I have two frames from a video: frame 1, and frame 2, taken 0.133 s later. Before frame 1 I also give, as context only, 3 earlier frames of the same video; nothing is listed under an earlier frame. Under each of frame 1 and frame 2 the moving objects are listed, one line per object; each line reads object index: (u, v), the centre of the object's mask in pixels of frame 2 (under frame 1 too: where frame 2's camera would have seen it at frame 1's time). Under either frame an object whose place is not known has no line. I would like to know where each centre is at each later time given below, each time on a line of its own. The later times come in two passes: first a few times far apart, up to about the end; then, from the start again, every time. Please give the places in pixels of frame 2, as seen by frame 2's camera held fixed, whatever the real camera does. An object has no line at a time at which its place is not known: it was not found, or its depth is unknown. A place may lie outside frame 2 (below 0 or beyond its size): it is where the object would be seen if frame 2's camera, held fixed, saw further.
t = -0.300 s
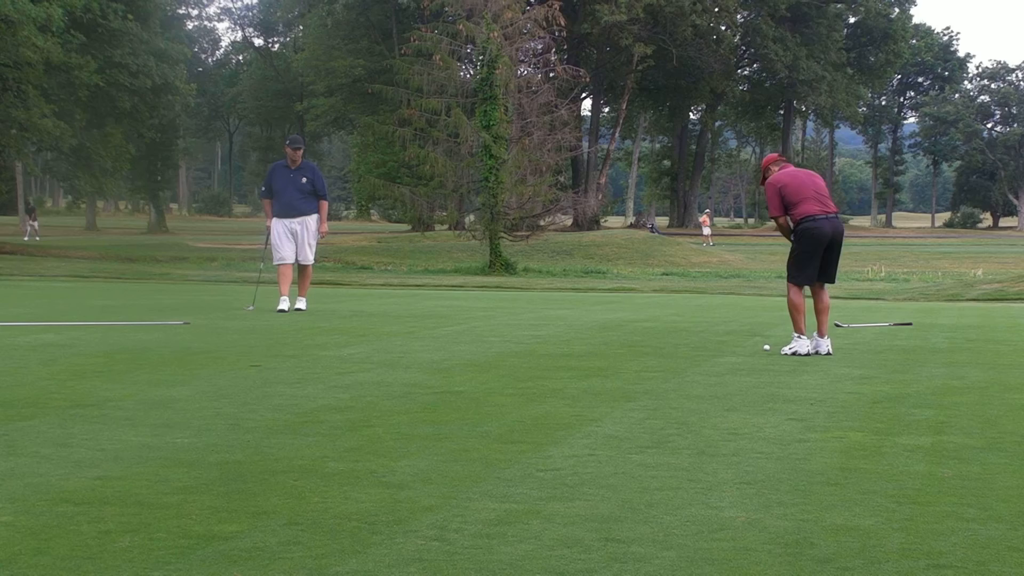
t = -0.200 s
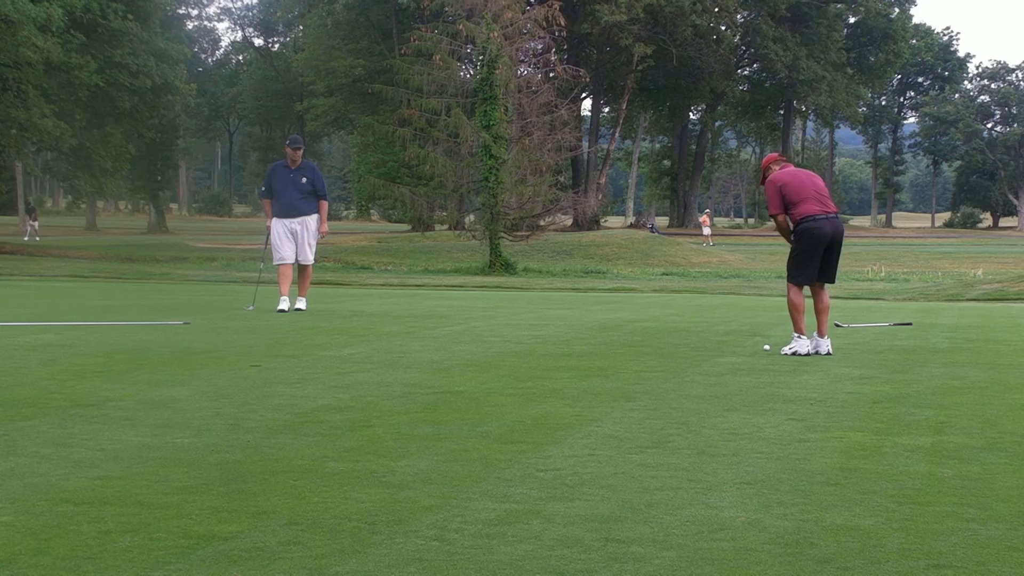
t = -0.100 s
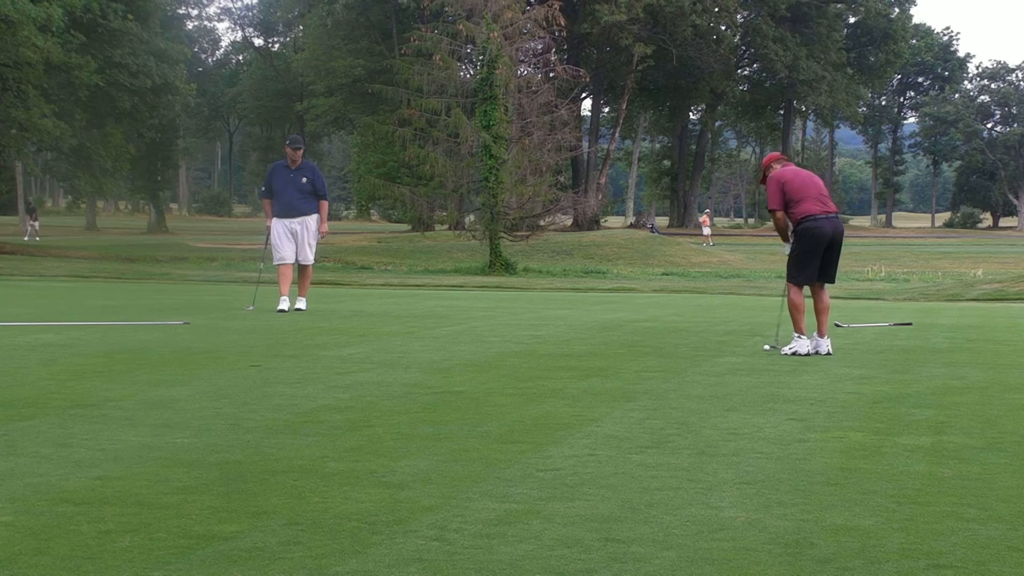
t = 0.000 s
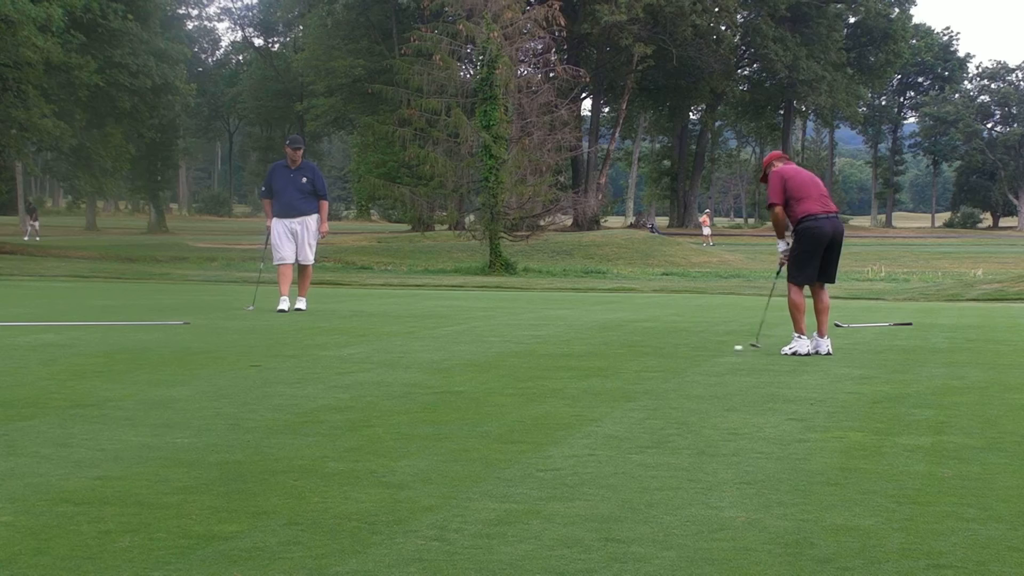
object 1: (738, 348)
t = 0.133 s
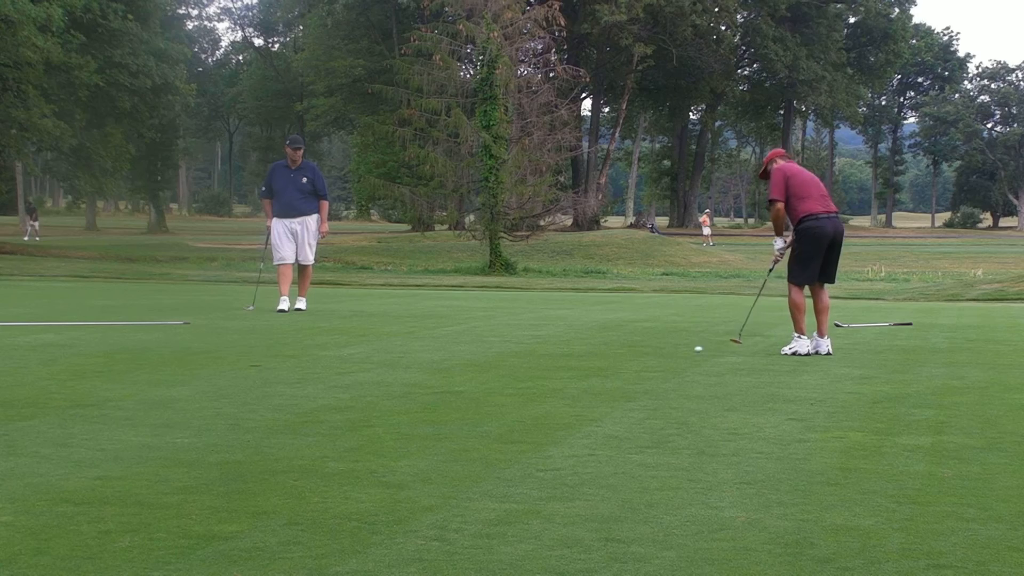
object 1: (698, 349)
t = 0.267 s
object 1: (663, 350)
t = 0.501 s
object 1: (605, 351)
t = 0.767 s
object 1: (543, 353)
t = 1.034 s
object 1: (487, 355)
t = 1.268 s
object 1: (442, 357)
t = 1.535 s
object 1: (396, 358)
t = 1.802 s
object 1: (355, 361)
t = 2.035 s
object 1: (323, 362)
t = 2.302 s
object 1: (291, 363)
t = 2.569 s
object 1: (265, 365)
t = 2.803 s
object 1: (249, 366)
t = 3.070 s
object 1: (234, 367)
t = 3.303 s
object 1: (224, 368)
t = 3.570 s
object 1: (219, 369)
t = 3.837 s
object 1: (216, 369)
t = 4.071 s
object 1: (216, 369)
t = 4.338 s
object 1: (216, 369)
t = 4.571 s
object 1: (217, 369)
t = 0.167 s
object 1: (689, 349)
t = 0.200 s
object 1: (680, 349)
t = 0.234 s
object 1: (672, 349)
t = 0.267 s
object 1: (663, 350)
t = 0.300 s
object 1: (655, 350)
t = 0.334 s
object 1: (646, 350)
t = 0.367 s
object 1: (638, 350)
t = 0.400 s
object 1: (630, 350)
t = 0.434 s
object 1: (621, 350)
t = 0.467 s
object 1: (613, 351)
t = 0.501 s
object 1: (605, 351)
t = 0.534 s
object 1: (597, 352)
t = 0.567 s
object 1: (589, 351)
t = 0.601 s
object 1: (581, 352)
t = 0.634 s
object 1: (574, 352)
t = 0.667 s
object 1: (566, 352)
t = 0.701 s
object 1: (558, 352)
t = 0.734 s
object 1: (551, 352)
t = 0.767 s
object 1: (543, 353)
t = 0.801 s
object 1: (536, 353)
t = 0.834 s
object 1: (529, 353)
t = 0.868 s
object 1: (522, 353)
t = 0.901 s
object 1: (515, 354)
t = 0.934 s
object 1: (507, 354)
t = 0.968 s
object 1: (501, 354)
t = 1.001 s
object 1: (494, 354)
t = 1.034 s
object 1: (487, 355)
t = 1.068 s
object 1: (481, 355)
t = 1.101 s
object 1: (474, 355)
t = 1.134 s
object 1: (468, 355)
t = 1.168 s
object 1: (461, 355)
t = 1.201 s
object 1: (455, 356)
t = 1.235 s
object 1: (448, 356)
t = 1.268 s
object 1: (442, 357)
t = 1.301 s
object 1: (436, 357)
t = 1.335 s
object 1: (430, 357)
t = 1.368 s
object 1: (424, 357)
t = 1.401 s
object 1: (418, 357)
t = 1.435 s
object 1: (413, 358)
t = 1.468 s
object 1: (407, 358)
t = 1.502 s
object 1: (402, 358)
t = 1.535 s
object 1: (396, 358)
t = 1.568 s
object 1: (391, 359)
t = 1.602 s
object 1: (385, 359)
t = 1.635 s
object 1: (380, 359)
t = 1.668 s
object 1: (375, 359)
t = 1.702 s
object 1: (370, 360)
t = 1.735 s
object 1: (365, 360)
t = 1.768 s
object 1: (360, 360)
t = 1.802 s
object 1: (355, 361)
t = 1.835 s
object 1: (350, 361)
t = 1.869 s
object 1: (345, 361)
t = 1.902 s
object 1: (341, 361)
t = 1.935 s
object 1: (336, 361)
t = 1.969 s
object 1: (332, 362)
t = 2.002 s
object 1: (327, 362)
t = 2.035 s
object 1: (323, 362)
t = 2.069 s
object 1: (318, 362)
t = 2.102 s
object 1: (314, 362)
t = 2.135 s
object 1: (310, 362)
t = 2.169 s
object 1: (306, 363)
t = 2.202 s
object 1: (302, 363)
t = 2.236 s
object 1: (298, 363)
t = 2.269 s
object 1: (294, 363)
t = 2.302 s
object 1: (291, 363)
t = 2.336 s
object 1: (287, 364)
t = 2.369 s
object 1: (284, 364)
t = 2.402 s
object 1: (281, 364)
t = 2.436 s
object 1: (277, 364)
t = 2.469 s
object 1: (274, 364)
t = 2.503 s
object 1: (271, 365)
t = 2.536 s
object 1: (268, 365)
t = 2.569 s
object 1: (265, 365)
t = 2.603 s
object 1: (263, 365)
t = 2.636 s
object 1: (260, 365)
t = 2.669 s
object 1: (258, 365)
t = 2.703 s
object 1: (256, 365)
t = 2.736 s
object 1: (253, 366)
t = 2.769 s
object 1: (251, 366)
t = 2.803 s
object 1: (249, 366)
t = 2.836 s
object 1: (247, 366)
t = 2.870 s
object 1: (245, 367)
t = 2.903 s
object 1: (243, 367)
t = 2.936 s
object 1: (241, 367)
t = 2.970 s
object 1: (239, 367)
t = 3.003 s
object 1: (238, 367)
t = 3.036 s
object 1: (236, 367)
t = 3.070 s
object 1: (234, 367)
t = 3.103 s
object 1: (232, 367)
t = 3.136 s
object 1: (231, 367)
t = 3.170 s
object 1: (229, 368)
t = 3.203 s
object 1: (228, 368)
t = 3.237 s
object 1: (227, 368)
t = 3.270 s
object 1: (225, 368)
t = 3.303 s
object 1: (224, 368)
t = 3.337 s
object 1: (224, 368)
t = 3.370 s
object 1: (223, 368)
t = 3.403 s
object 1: (222, 368)
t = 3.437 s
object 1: (221, 368)
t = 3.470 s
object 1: (220, 369)
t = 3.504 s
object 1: (220, 369)
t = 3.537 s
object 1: (219, 369)
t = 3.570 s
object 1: (219, 369)
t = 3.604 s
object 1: (218, 369)
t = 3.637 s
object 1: (218, 369)
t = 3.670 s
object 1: (218, 369)
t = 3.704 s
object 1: (217, 369)
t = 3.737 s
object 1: (217, 369)
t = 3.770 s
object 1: (217, 369)
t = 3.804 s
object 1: (217, 369)
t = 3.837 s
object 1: (216, 369)
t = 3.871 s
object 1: (216, 369)
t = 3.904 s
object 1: (216, 369)
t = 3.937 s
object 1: (216, 369)
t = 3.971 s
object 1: (216, 369)
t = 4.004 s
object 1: (216, 369)
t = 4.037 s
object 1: (216, 369)
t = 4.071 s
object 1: (216, 369)
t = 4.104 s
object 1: (216, 369)
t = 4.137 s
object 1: (216, 369)
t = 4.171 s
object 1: (216, 369)
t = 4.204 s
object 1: (217, 369)
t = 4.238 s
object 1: (216, 369)
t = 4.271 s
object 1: (216, 369)
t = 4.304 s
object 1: (216, 369)
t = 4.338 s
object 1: (216, 369)
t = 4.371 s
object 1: (216, 369)
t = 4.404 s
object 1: (216, 369)
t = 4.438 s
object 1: (216, 369)
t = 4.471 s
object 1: (216, 369)
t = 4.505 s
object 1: (216, 369)
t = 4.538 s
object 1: (216, 369)
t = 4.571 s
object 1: (217, 369)
